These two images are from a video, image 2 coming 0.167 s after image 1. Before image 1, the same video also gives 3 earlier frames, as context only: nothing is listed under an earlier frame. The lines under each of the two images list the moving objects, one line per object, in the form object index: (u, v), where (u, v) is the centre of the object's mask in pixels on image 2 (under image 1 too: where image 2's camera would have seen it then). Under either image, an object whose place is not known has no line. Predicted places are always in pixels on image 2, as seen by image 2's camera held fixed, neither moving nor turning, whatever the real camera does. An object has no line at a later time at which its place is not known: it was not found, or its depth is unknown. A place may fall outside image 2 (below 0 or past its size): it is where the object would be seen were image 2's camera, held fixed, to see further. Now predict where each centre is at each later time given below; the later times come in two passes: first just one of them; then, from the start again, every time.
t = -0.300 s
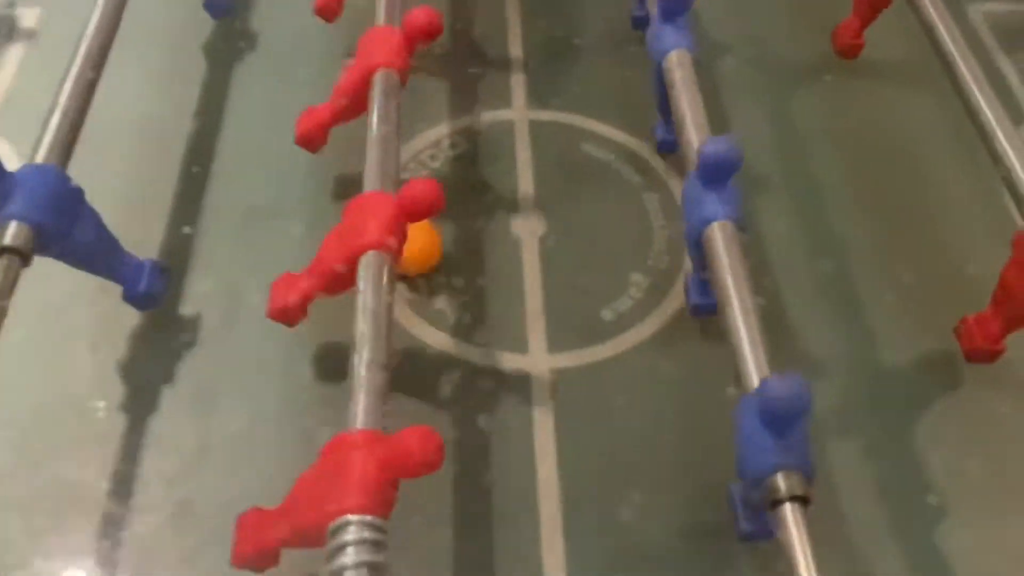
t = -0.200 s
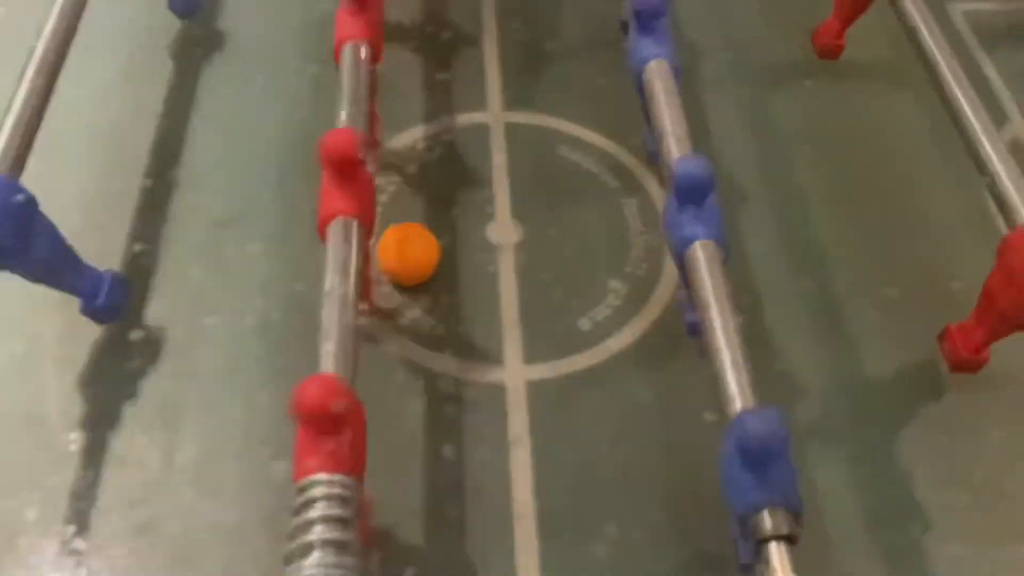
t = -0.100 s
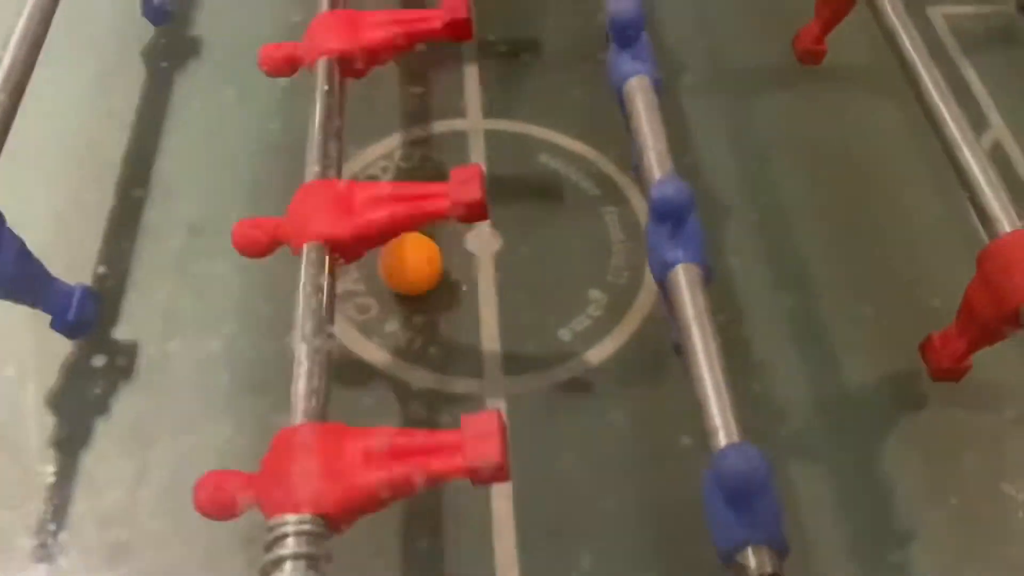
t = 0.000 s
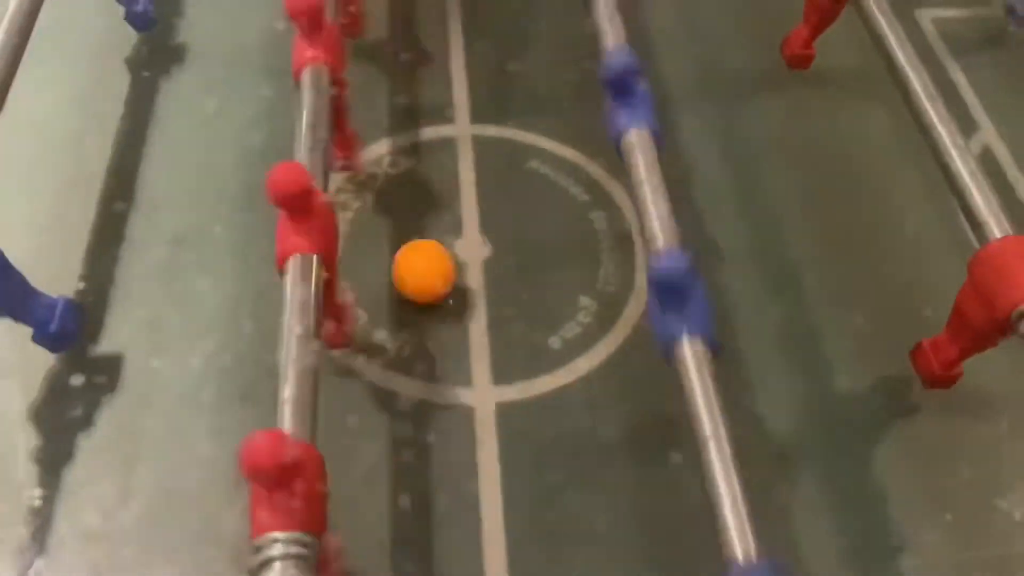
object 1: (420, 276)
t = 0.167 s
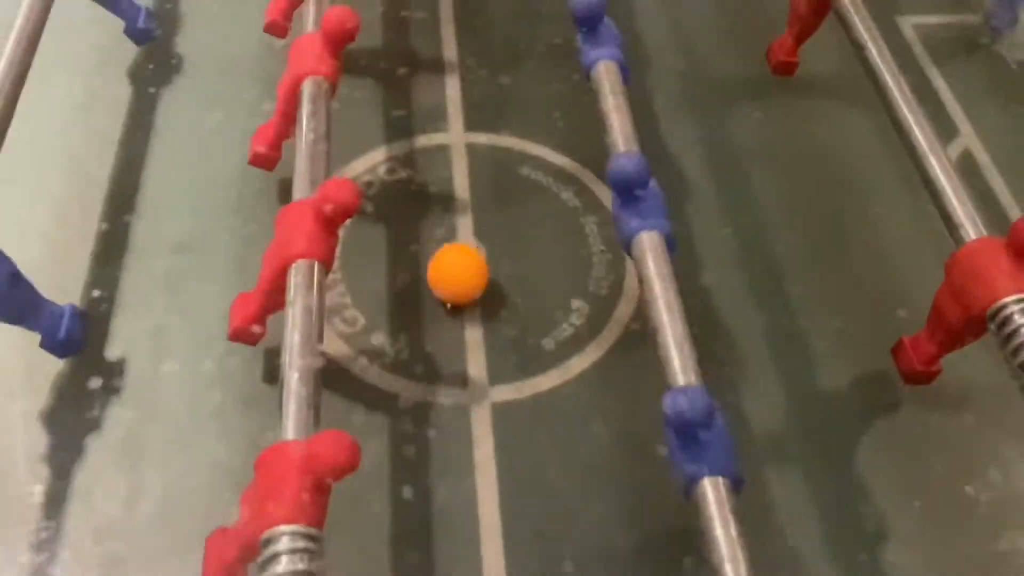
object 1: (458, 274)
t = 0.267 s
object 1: (480, 273)
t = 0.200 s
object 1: (465, 273)
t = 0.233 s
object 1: (472, 273)
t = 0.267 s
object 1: (480, 273)
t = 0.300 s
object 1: (487, 272)
